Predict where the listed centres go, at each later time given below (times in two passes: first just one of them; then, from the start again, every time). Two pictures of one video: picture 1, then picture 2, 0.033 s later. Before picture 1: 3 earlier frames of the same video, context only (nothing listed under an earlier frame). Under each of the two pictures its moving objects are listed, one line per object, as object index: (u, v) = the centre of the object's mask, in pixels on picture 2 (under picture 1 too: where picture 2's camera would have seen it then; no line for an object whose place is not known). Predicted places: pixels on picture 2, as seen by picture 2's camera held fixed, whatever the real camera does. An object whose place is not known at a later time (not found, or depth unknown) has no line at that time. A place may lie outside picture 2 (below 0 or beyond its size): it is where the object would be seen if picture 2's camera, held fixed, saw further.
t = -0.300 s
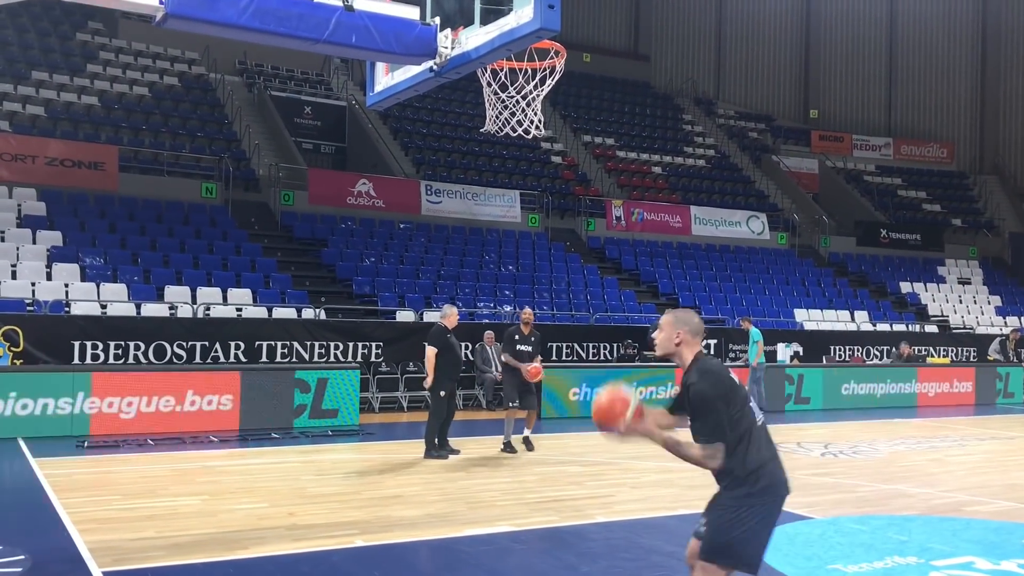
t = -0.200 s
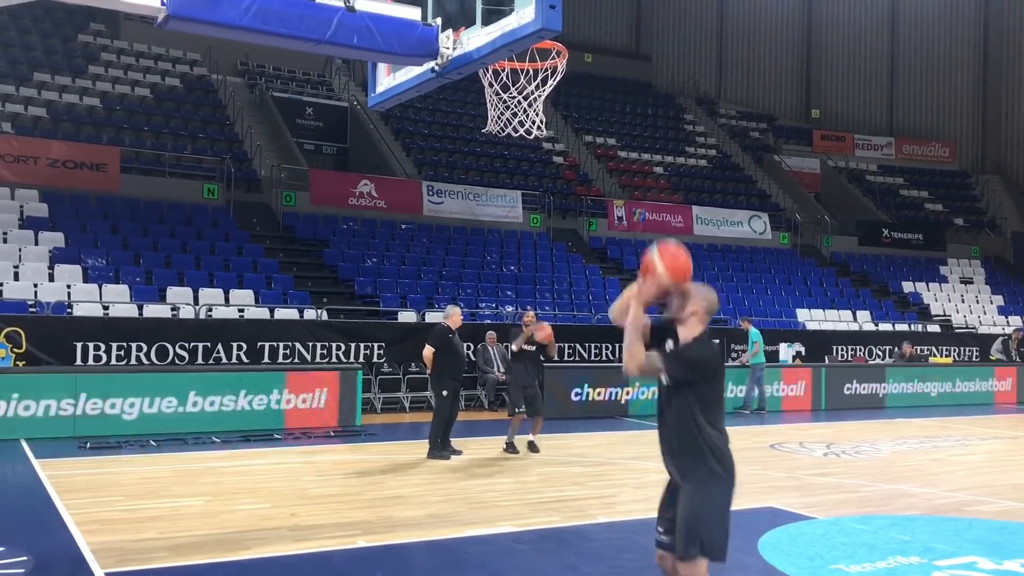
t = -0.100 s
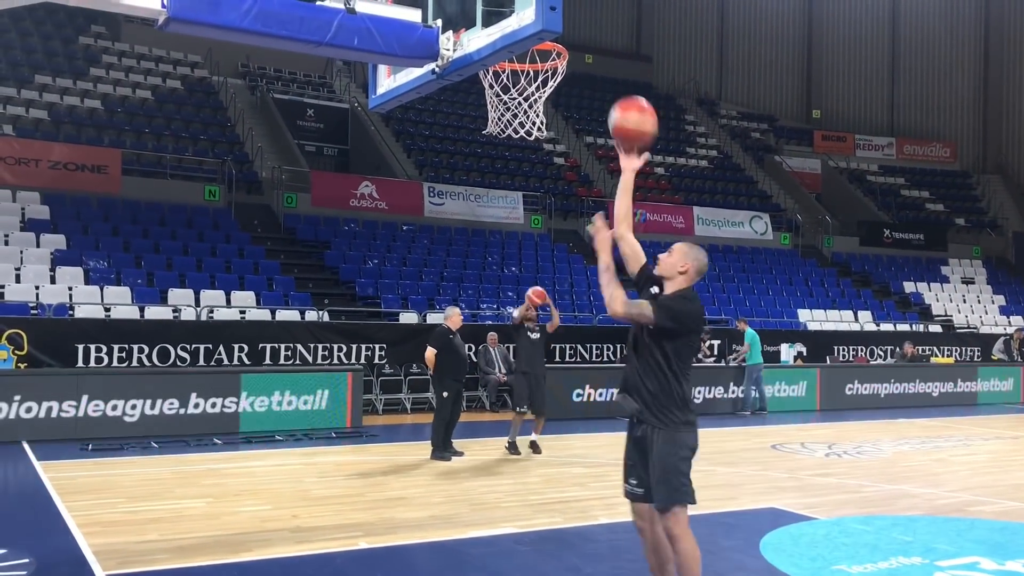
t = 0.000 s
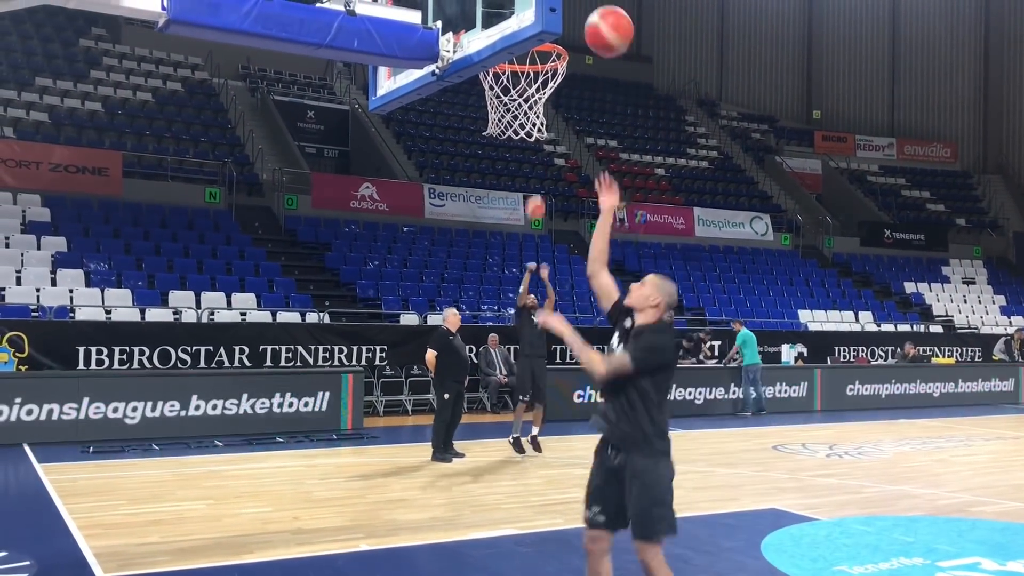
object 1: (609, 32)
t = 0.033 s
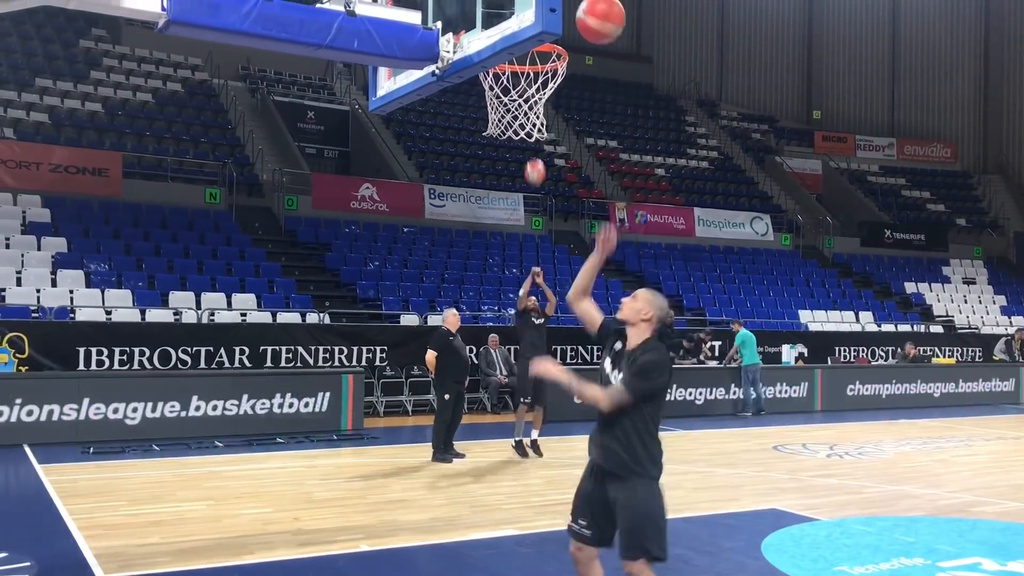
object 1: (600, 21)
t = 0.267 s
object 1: (594, 41)
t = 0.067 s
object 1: (592, 17)
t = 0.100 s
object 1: (585, 20)
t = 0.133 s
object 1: (579, 28)
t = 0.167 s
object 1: (582, 21)
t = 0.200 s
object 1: (585, 21)
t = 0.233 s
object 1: (590, 26)
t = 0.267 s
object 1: (594, 41)
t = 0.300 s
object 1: (599, 65)
